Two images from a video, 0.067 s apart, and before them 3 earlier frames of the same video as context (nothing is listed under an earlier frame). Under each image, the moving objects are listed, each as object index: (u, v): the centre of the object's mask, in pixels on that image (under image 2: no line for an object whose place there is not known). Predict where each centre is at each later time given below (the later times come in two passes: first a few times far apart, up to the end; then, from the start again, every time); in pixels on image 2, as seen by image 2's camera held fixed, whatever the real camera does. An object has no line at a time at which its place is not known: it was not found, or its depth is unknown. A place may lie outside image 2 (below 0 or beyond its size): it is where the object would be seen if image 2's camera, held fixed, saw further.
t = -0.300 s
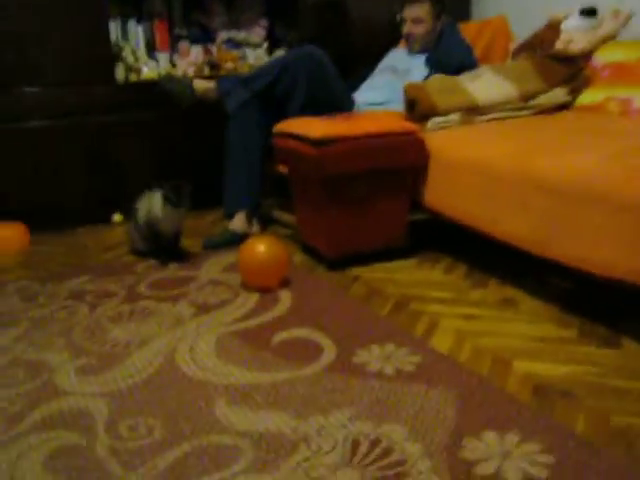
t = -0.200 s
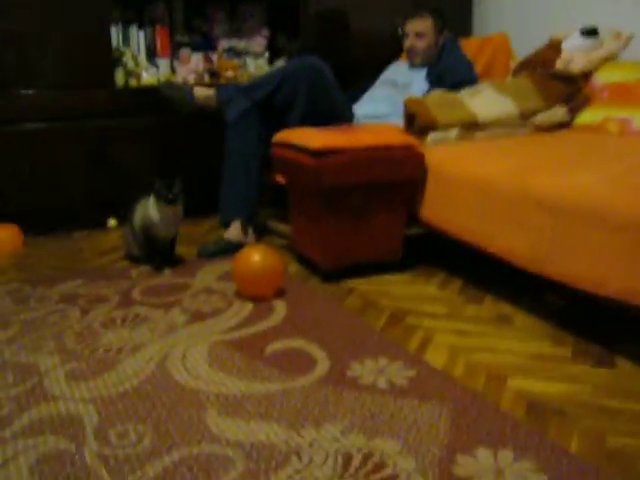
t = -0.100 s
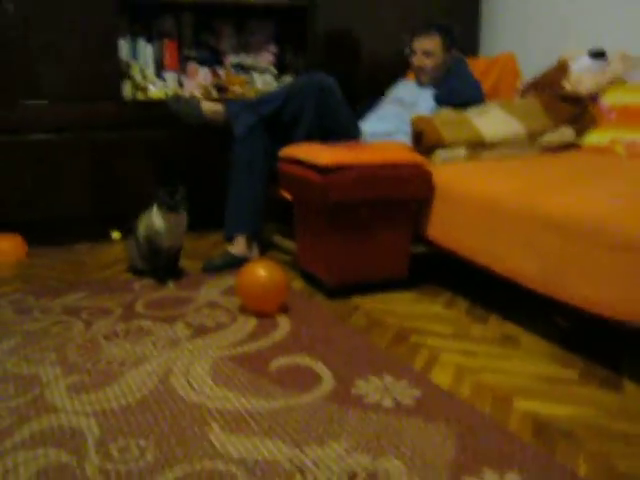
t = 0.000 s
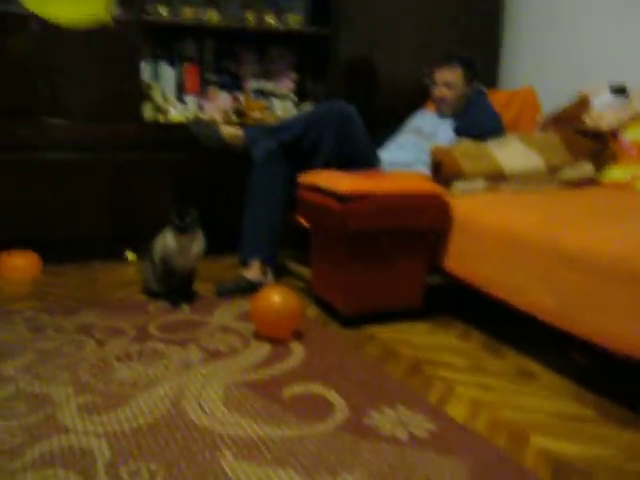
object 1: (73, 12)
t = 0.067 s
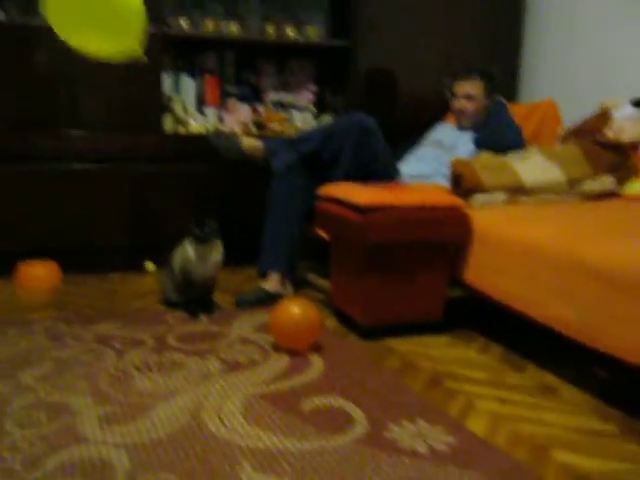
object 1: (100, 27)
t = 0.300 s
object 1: (130, 86)
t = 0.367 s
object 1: (138, 110)
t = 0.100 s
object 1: (102, 28)
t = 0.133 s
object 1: (106, 30)
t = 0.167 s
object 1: (110, 39)
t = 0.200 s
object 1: (115, 51)
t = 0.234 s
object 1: (120, 62)
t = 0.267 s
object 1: (125, 74)
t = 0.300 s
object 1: (130, 86)
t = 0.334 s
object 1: (134, 97)
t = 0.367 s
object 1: (138, 110)
